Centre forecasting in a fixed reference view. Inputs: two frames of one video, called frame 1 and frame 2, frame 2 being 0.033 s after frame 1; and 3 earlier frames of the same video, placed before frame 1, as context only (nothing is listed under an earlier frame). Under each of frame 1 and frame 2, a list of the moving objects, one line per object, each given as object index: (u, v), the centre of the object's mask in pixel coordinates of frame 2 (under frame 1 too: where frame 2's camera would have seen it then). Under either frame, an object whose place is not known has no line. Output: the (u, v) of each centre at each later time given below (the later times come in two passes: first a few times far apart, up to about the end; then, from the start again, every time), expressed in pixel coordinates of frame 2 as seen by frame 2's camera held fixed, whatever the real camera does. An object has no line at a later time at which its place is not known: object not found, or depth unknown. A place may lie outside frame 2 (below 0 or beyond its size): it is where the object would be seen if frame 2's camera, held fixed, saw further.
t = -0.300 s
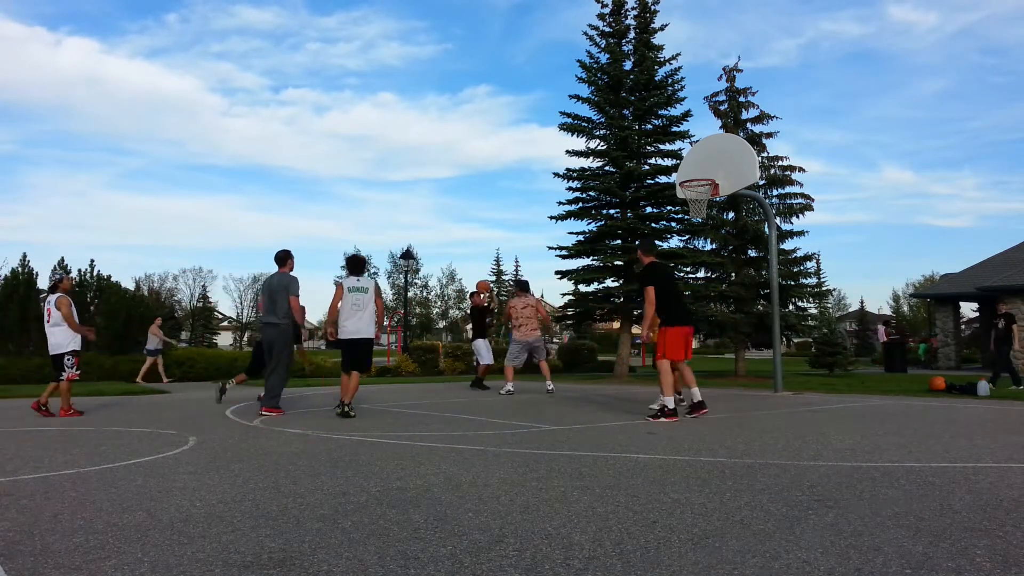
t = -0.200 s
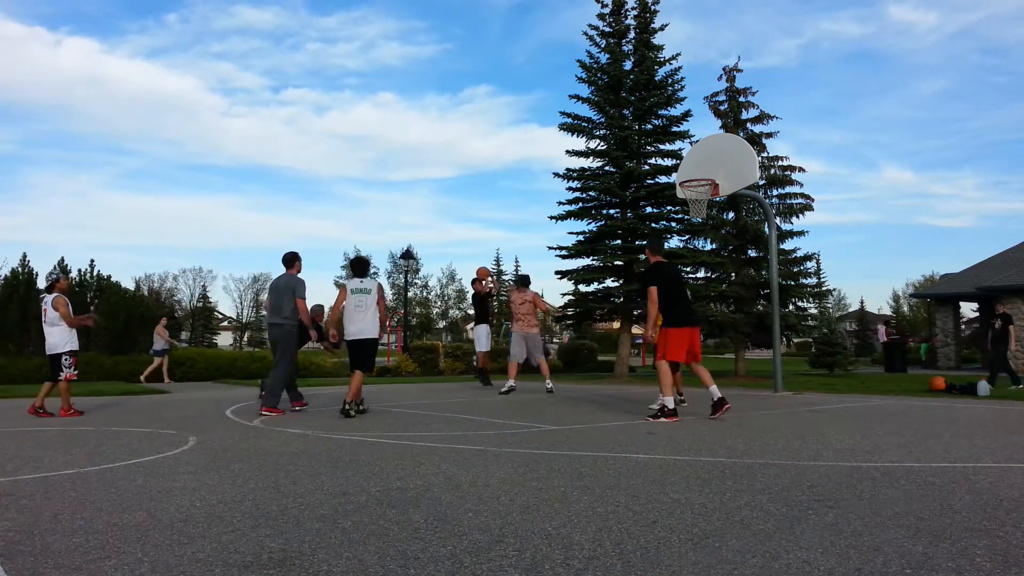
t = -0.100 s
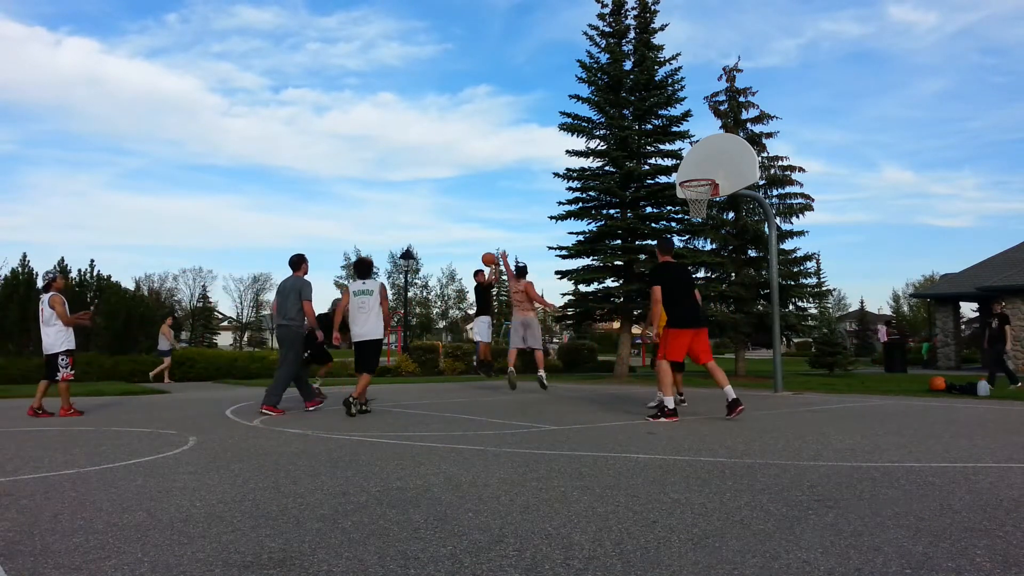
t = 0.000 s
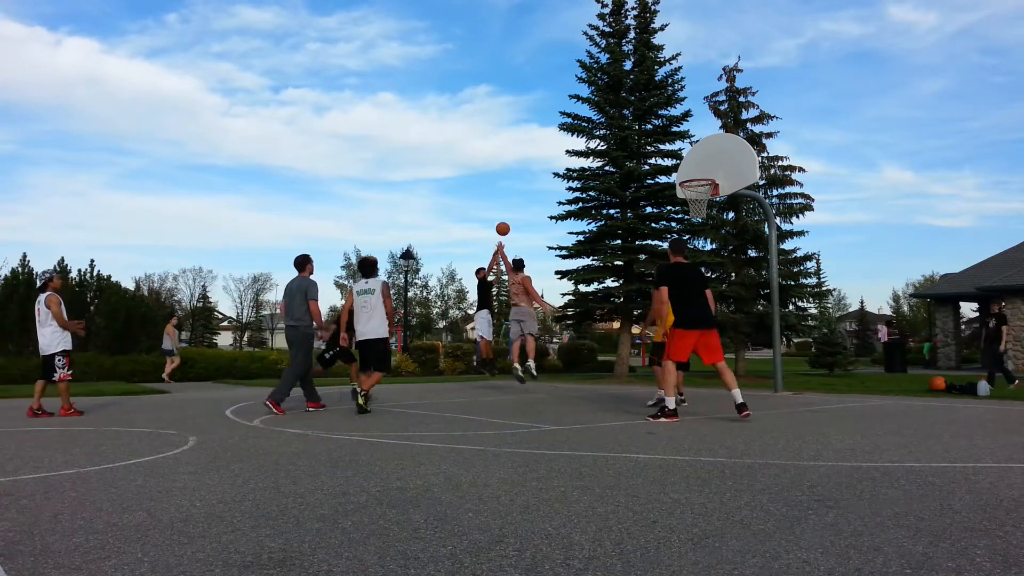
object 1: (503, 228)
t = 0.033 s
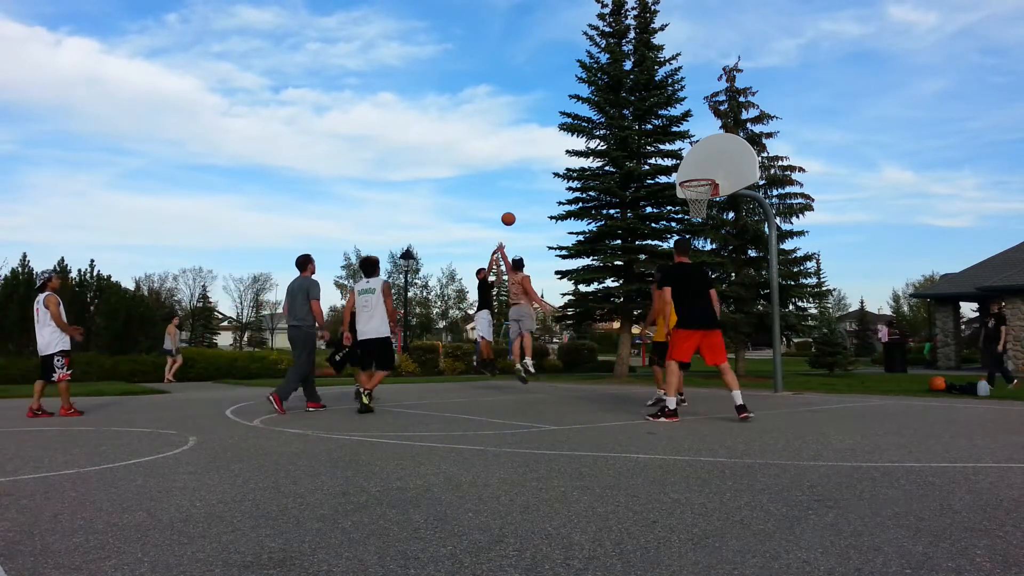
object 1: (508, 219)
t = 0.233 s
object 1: (543, 170)
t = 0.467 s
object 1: (586, 139)
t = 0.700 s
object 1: (633, 139)
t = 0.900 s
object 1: (679, 170)
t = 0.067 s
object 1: (514, 209)
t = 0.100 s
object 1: (520, 200)
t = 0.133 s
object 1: (525, 192)
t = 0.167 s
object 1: (531, 184)
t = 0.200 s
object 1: (537, 177)
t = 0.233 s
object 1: (543, 170)
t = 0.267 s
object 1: (549, 164)
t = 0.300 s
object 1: (555, 158)
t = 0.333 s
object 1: (561, 153)
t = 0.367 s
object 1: (567, 149)
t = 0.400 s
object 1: (573, 144)
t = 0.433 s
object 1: (579, 142)
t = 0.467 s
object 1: (586, 139)
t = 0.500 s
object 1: (592, 137)
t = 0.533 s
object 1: (598, 136)
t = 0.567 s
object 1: (605, 135)
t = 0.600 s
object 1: (613, 135)
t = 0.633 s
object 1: (620, 136)
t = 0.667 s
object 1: (626, 137)
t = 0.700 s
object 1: (633, 139)
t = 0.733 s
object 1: (640, 143)
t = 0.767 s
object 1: (648, 146)
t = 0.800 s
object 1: (655, 151)
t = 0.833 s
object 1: (663, 157)
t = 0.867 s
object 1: (671, 163)
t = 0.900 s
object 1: (679, 170)
